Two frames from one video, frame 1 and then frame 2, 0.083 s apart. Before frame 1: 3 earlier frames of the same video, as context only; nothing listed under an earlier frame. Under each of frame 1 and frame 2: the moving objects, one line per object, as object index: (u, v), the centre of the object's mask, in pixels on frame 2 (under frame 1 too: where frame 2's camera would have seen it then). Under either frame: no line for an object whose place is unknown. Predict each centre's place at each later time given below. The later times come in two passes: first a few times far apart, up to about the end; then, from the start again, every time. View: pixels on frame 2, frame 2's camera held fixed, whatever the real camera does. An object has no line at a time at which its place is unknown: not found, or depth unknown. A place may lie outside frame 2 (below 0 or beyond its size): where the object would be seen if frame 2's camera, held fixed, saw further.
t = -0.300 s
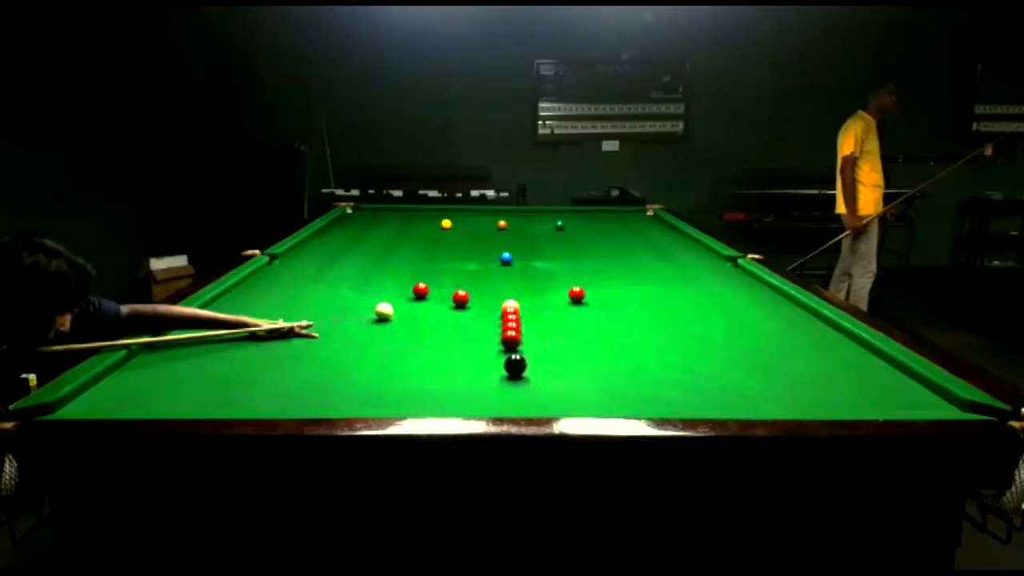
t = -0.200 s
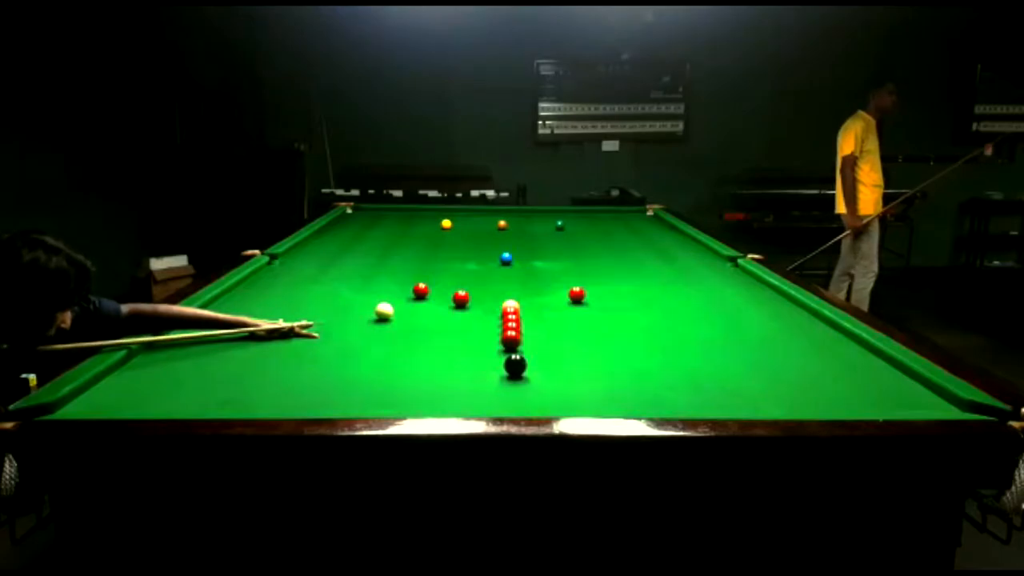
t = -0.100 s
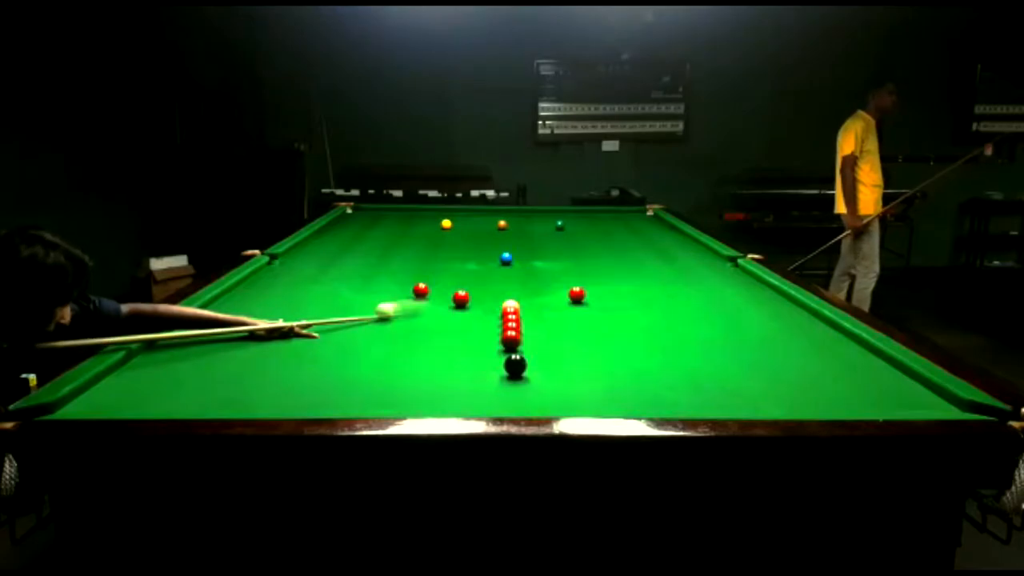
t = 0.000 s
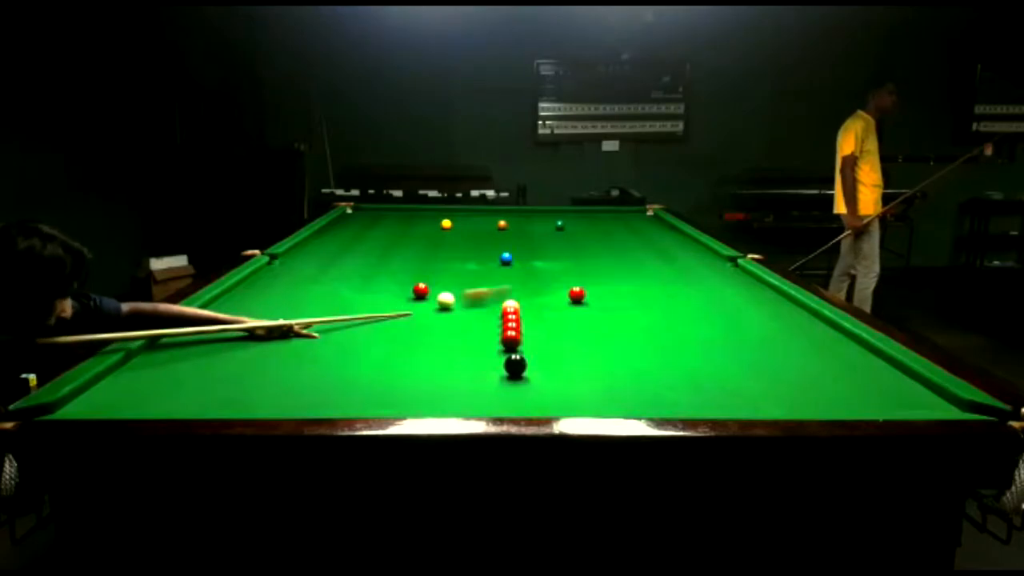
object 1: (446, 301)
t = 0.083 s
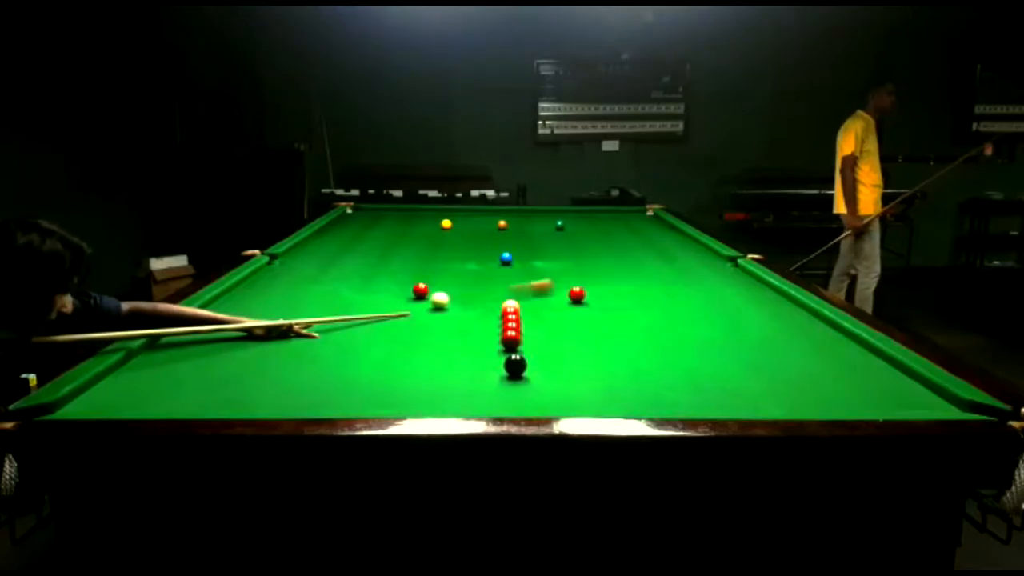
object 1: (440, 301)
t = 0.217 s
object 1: (422, 302)
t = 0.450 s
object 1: (381, 306)
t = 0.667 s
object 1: (343, 310)
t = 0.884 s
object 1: (305, 314)
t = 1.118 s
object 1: (264, 319)
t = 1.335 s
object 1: (226, 323)
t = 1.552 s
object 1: (189, 327)
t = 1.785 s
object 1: (190, 331)
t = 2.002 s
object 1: (206, 333)
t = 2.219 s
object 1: (222, 336)
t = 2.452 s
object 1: (237, 338)
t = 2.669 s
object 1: (250, 340)
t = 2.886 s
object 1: (262, 342)
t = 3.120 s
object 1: (274, 344)
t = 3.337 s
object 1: (284, 346)
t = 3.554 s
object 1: (292, 348)
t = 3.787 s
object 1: (299, 349)
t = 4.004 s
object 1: (305, 350)
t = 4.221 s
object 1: (311, 351)
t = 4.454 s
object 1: (316, 351)
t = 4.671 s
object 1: (319, 351)
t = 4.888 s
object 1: (320, 352)
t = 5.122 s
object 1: (319, 352)
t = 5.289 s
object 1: (319, 352)
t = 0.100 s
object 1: (438, 300)
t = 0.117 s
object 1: (436, 300)
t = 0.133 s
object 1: (435, 300)
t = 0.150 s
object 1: (432, 301)
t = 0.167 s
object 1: (430, 301)
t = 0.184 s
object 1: (427, 301)
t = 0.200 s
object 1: (425, 301)
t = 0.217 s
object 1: (422, 302)
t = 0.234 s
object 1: (419, 302)
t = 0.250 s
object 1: (415, 302)
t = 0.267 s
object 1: (413, 303)
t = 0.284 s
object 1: (409, 304)
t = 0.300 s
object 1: (407, 303)
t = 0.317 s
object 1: (404, 304)
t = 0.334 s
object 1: (402, 304)
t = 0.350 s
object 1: (398, 304)
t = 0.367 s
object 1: (396, 304)
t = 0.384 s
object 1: (392, 305)
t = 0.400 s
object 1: (390, 305)
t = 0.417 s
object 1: (387, 306)
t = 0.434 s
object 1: (384, 306)
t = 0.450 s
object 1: (381, 306)
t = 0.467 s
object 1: (378, 306)
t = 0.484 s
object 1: (375, 307)
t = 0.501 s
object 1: (373, 307)
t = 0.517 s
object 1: (369, 307)
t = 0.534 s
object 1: (367, 307)
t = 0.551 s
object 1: (363, 308)
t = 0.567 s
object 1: (361, 308)
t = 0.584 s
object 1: (357, 309)
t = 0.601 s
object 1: (355, 309)
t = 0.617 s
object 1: (351, 310)
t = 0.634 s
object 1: (349, 309)
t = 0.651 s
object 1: (346, 310)
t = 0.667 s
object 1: (343, 310)
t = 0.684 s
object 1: (340, 310)
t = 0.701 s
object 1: (337, 311)
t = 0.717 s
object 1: (334, 311)
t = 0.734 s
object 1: (332, 311)
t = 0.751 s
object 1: (328, 311)
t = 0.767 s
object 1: (326, 312)
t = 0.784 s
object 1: (322, 312)
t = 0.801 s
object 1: (320, 312)
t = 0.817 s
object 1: (316, 313)
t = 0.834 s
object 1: (314, 313)
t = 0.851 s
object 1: (311, 313)
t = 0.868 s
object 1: (309, 314)
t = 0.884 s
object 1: (305, 314)
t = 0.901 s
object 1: (302, 314)
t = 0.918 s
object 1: (299, 315)
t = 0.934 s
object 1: (296, 315)
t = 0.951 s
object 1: (293, 315)
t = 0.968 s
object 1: (291, 316)
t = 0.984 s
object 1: (287, 316)
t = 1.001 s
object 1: (285, 317)
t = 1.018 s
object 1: (281, 317)
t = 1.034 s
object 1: (278, 317)
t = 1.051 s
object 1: (275, 318)
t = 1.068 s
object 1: (273, 318)
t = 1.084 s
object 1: (270, 318)
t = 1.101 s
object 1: (267, 318)
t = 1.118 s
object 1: (264, 319)
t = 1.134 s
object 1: (261, 319)
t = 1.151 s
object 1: (258, 319)
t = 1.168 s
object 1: (256, 320)
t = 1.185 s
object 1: (252, 320)
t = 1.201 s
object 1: (250, 320)
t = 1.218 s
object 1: (246, 321)
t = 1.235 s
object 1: (244, 321)
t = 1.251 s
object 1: (240, 322)
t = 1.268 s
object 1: (238, 322)
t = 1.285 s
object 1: (235, 322)
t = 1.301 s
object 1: (232, 322)
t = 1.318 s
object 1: (229, 323)
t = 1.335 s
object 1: (226, 323)
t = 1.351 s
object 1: (223, 323)
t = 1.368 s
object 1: (221, 323)
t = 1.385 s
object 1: (217, 324)
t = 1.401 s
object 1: (215, 324)
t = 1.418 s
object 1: (211, 325)
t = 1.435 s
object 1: (209, 325)
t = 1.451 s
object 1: (205, 325)
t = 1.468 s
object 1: (203, 326)
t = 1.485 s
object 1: (200, 326)
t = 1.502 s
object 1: (198, 326)
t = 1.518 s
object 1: (194, 326)
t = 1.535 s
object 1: (192, 327)
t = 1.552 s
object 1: (189, 327)
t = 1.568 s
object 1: (187, 327)
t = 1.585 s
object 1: (183, 328)
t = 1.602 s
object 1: (181, 328)
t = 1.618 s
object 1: (179, 328)
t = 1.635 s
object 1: (179, 328)
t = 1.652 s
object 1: (181, 329)
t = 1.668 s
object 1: (182, 329)
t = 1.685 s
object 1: (183, 330)
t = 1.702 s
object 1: (184, 330)
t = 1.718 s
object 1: (185, 330)
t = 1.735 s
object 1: (186, 330)
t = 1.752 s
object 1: (188, 330)
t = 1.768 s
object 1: (189, 331)
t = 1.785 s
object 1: (190, 331)
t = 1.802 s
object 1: (191, 331)
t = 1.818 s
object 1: (193, 331)
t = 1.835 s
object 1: (194, 331)
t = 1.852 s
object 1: (195, 331)
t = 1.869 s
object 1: (196, 332)
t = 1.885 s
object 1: (198, 332)
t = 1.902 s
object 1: (199, 332)
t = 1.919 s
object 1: (200, 332)
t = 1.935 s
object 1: (201, 332)
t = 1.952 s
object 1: (203, 332)
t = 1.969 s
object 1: (204, 333)
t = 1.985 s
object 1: (205, 333)
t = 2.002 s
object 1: (206, 333)
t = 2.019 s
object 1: (208, 333)
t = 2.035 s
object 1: (209, 333)
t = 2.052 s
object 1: (210, 334)
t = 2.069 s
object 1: (211, 334)
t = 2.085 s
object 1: (212, 334)
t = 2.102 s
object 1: (213, 334)
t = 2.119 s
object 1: (214, 334)
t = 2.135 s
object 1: (216, 335)
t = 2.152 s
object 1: (217, 335)
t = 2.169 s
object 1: (218, 335)
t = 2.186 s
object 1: (219, 335)
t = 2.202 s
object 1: (220, 335)
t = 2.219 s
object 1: (222, 336)
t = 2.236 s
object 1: (223, 336)
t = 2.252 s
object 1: (224, 336)
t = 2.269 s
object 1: (225, 336)
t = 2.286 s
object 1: (226, 337)
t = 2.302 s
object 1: (227, 337)
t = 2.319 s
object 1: (228, 337)
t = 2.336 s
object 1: (229, 337)
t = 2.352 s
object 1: (230, 337)
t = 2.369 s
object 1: (231, 337)
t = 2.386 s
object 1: (232, 338)
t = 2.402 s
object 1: (233, 338)
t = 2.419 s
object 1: (235, 338)
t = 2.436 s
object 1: (236, 338)
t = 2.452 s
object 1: (237, 338)
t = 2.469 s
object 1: (238, 338)
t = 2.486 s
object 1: (239, 339)
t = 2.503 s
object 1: (240, 339)
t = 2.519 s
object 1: (241, 339)
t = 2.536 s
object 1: (242, 339)
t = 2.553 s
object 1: (243, 339)
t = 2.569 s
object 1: (244, 339)
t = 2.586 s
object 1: (245, 340)
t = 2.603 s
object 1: (246, 340)
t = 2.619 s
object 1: (247, 340)
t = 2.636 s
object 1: (248, 340)
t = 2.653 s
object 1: (249, 340)
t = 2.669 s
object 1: (250, 340)
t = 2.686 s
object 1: (251, 341)
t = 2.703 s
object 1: (252, 341)
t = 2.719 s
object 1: (253, 341)
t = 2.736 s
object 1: (254, 341)
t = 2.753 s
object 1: (255, 341)
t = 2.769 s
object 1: (256, 341)
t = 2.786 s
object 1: (257, 342)
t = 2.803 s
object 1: (258, 342)
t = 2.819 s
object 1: (258, 342)
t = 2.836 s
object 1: (259, 342)
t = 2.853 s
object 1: (260, 342)
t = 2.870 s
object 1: (261, 342)
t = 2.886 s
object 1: (262, 342)
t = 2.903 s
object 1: (263, 342)
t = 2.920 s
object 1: (264, 343)
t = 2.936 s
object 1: (264, 343)
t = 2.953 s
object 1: (265, 343)
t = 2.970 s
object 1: (266, 343)
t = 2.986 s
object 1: (267, 343)
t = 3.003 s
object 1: (268, 344)
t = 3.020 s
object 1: (269, 344)
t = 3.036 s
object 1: (270, 344)
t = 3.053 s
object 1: (271, 344)
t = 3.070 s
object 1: (271, 344)
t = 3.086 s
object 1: (272, 344)
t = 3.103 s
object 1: (273, 344)
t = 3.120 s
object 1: (274, 344)
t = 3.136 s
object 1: (275, 345)
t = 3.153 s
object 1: (276, 345)
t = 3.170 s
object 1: (277, 345)
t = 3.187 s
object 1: (277, 345)
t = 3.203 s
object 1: (278, 345)
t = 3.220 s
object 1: (279, 345)
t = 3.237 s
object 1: (280, 345)
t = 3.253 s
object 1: (280, 346)
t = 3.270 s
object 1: (281, 346)
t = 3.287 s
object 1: (282, 346)
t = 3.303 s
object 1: (283, 346)
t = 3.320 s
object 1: (283, 346)
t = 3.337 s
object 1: (284, 346)
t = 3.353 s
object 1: (285, 346)
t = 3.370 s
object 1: (285, 346)
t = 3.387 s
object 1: (286, 346)
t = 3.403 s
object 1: (287, 347)
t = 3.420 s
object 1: (287, 347)
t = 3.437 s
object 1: (288, 347)
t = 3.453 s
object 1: (288, 347)
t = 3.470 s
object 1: (289, 347)
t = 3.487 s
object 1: (289, 347)
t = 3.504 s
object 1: (290, 348)
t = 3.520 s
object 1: (291, 348)
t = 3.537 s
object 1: (291, 348)
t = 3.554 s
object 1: (292, 348)
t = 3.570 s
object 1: (292, 348)
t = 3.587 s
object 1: (293, 348)
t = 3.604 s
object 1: (294, 348)
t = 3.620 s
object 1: (294, 348)
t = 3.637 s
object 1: (295, 348)
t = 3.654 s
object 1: (295, 348)
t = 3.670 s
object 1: (296, 348)
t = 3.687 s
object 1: (296, 348)
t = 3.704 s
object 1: (297, 349)
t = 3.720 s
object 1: (297, 349)
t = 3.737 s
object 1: (298, 349)
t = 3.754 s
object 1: (298, 349)
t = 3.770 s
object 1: (299, 349)
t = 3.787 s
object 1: (299, 349)
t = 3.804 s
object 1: (300, 349)
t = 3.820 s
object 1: (300, 349)
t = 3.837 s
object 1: (301, 349)
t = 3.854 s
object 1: (301, 350)
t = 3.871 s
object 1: (302, 350)
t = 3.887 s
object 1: (302, 350)
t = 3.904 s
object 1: (303, 350)
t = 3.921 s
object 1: (303, 350)
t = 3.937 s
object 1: (303, 350)
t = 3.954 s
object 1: (304, 350)
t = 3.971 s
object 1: (304, 350)
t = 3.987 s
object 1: (305, 350)
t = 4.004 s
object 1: (305, 350)
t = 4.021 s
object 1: (306, 350)
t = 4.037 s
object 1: (306, 350)
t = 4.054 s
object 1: (307, 350)
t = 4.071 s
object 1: (307, 350)
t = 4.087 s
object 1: (308, 351)
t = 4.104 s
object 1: (308, 351)
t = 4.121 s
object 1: (308, 351)
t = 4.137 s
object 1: (309, 351)
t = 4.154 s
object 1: (309, 351)
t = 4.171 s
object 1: (310, 351)
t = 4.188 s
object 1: (310, 351)
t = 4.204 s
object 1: (311, 351)
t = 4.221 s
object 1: (311, 351)
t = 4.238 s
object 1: (311, 351)
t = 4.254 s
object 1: (312, 351)
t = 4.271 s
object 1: (312, 351)
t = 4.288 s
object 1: (312, 351)
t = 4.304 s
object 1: (313, 351)
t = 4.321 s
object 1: (313, 351)
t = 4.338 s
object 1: (313, 351)
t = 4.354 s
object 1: (314, 351)
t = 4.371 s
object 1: (314, 351)
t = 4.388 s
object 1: (314, 351)
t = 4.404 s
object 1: (315, 351)
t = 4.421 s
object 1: (315, 351)
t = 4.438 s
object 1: (315, 351)
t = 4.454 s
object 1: (316, 351)
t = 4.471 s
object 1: (316, 351)
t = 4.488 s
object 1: (316, 351)
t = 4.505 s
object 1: (317, 351)
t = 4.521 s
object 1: (317, 351)
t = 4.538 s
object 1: (317, 351)
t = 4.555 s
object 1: (317, 351)
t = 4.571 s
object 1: (318, 351)
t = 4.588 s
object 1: (318, 351)
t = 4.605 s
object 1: (318, 351)
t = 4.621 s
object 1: (318, 351)
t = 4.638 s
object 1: (319, 351)
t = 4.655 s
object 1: (319, 351)
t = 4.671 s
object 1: (319, 351)
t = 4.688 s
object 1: (319, 352)
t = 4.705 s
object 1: (319, 352)
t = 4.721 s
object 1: (319, 352)
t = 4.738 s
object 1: (319, 352)
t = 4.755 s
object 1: (320, 352)
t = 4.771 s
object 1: (320, 352)
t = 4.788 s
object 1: (320, 352)
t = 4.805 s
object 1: (320, 352)
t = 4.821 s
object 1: (320, 352)
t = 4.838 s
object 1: (320, 352)
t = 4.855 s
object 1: (320, 352)
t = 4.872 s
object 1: (320, 352)
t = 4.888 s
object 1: (320, 352)
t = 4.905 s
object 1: (320, 352)
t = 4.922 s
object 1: (320, 352)
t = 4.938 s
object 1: (320, 352)
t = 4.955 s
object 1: (320, 352)
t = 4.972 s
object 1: (320, 352)
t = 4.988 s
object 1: (320, 351)
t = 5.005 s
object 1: (320, 351)
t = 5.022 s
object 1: (320, 352)
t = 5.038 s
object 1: (320, 352)
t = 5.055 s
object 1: (320, 352)
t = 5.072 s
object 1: (319, 352)
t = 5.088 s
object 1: (319, 352)
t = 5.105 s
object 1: (319, 352)
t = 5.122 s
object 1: (319, 352)
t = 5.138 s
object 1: (319, 352)
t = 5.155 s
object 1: (319, 352)
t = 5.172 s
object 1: (319, 352)
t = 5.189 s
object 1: (319, 352)
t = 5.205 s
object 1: (319, 352)
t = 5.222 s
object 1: (319, 352)
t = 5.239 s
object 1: (319, 352)
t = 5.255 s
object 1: (319, 352)
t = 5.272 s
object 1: (319, 352)
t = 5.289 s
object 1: (319, 352)
